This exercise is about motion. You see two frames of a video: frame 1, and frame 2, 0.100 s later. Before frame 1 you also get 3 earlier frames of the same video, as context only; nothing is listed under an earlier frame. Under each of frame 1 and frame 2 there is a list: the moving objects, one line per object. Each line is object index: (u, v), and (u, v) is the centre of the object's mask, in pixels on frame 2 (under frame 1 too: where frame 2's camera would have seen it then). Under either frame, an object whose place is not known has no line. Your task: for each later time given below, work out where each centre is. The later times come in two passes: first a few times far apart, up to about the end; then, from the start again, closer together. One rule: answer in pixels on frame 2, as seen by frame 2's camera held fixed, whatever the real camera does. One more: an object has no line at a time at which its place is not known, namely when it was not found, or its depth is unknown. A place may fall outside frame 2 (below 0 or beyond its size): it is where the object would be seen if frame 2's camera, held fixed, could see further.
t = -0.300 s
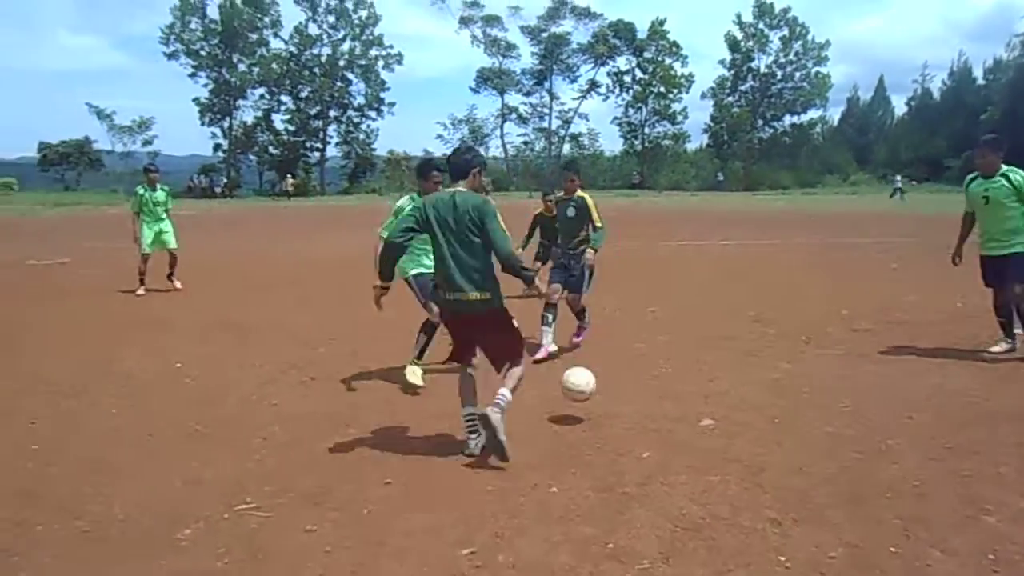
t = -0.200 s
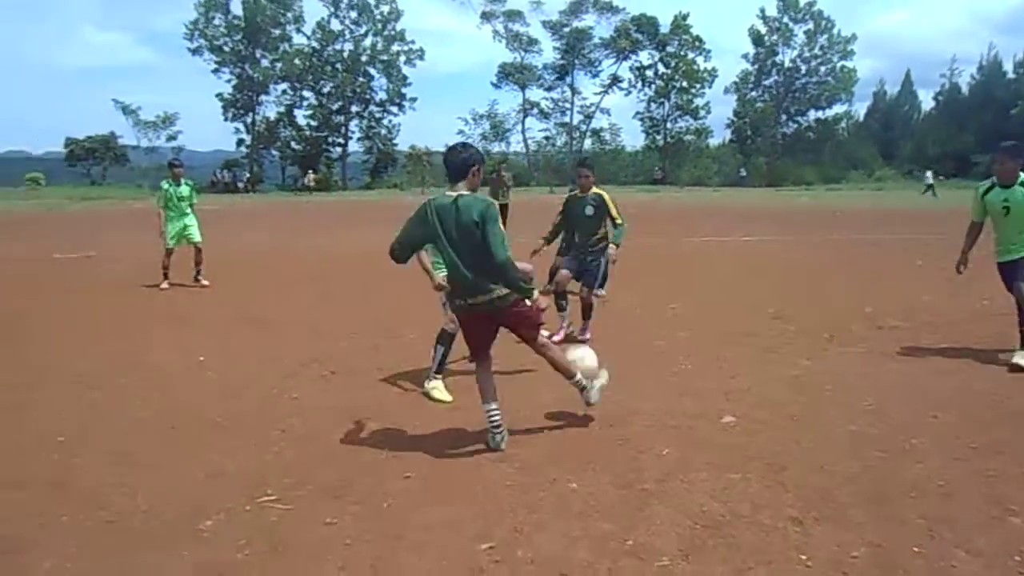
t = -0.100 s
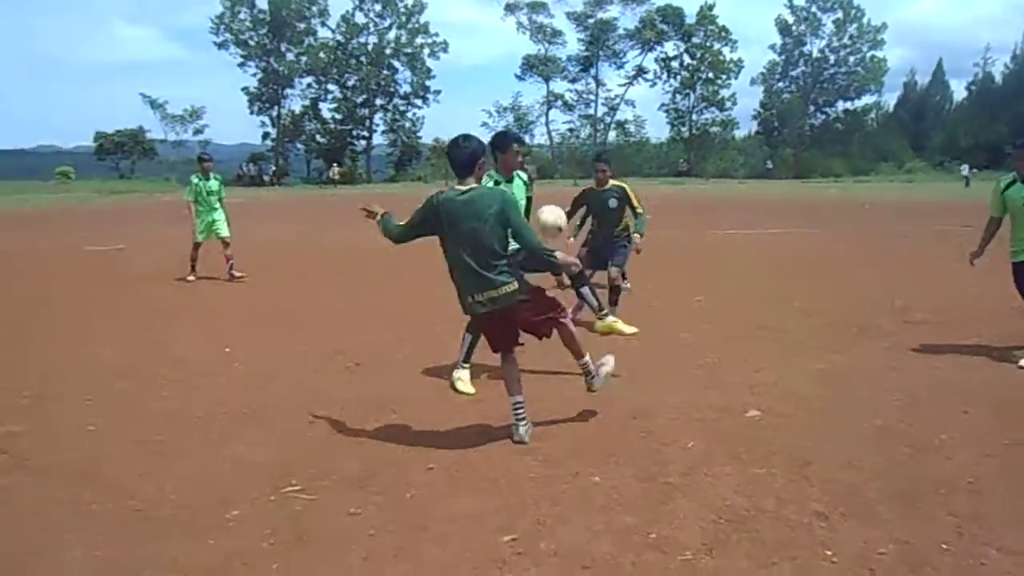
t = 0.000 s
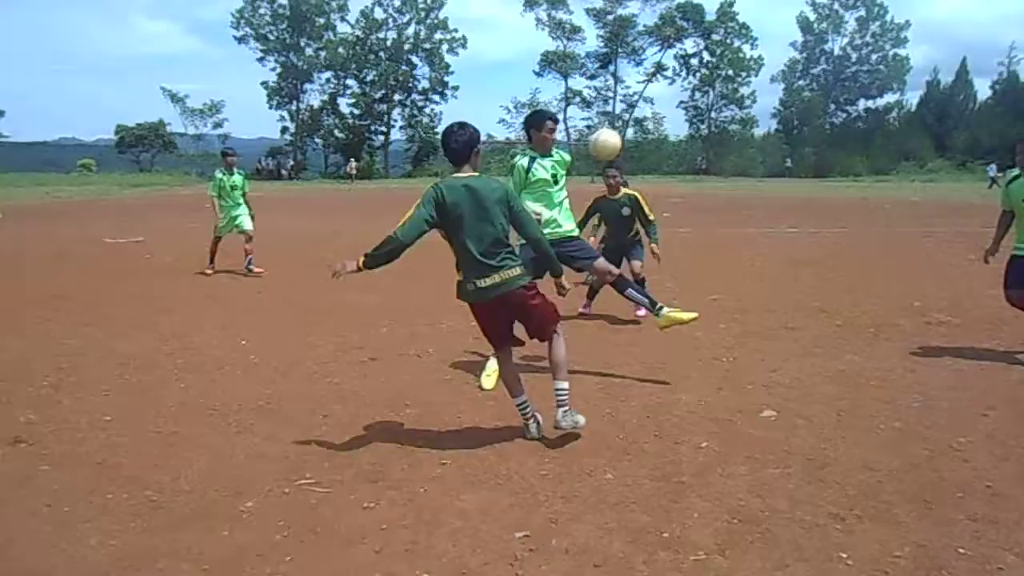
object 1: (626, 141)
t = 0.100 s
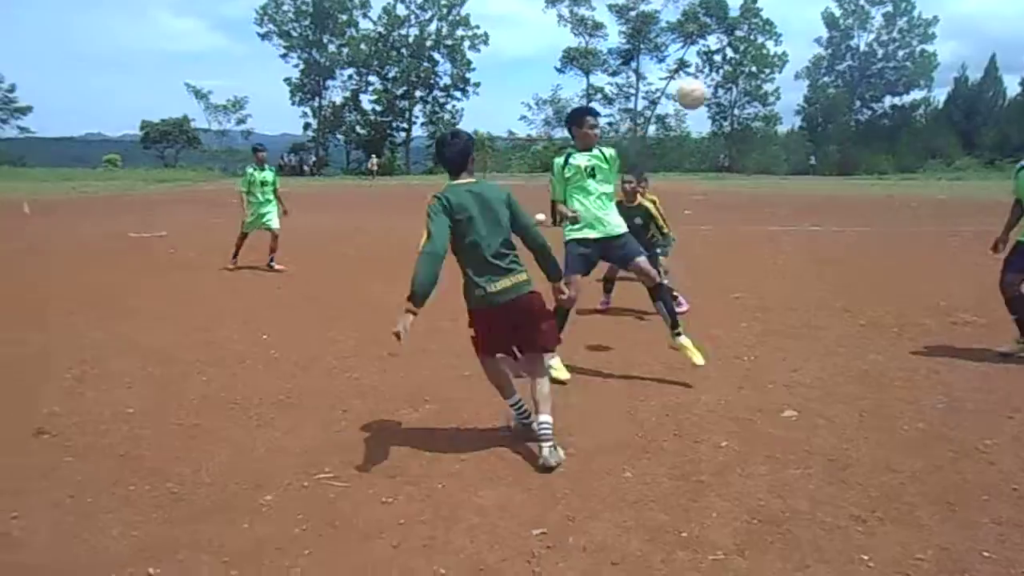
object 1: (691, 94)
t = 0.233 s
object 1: (771, 58)
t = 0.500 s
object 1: (905, 58)
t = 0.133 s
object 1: (713, 82)
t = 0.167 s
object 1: (733, 70)
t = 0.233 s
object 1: (771, 58)
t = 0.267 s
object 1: (789, 52)
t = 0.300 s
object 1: (808, 50)
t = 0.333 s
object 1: (825, 47)
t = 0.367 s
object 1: (841, 47)
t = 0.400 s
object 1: (859, 47)
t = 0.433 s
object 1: (874, 51)
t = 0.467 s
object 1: (890, 53)
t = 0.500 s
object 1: (905, 58)
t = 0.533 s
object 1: (920, 66)
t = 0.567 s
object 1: (932, 73)
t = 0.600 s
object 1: (945, 82)
